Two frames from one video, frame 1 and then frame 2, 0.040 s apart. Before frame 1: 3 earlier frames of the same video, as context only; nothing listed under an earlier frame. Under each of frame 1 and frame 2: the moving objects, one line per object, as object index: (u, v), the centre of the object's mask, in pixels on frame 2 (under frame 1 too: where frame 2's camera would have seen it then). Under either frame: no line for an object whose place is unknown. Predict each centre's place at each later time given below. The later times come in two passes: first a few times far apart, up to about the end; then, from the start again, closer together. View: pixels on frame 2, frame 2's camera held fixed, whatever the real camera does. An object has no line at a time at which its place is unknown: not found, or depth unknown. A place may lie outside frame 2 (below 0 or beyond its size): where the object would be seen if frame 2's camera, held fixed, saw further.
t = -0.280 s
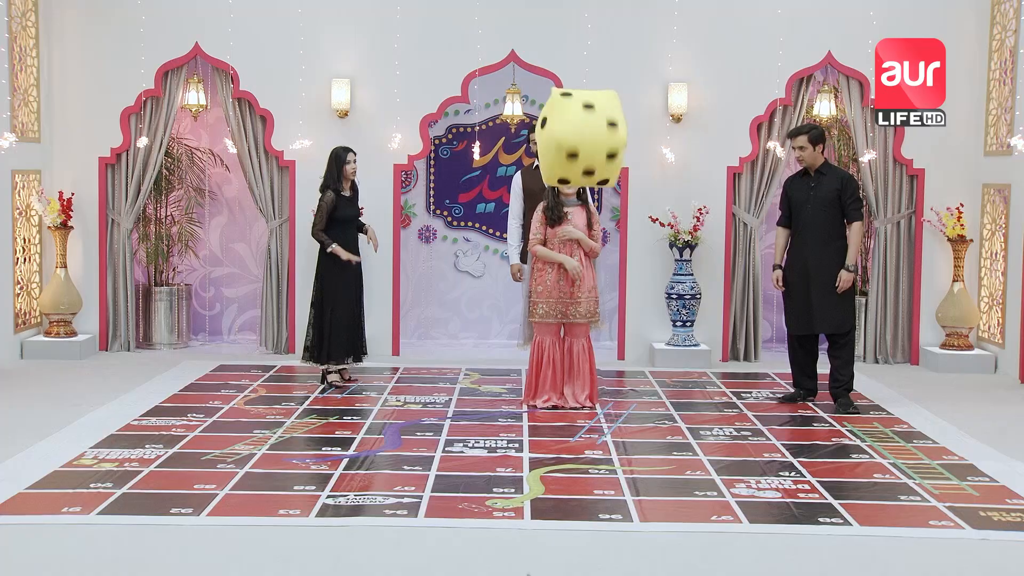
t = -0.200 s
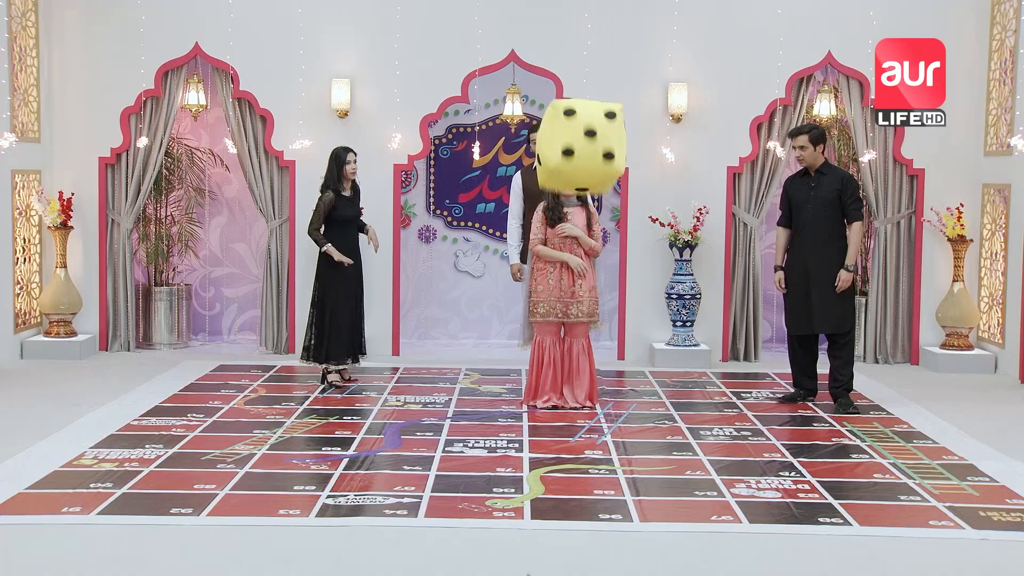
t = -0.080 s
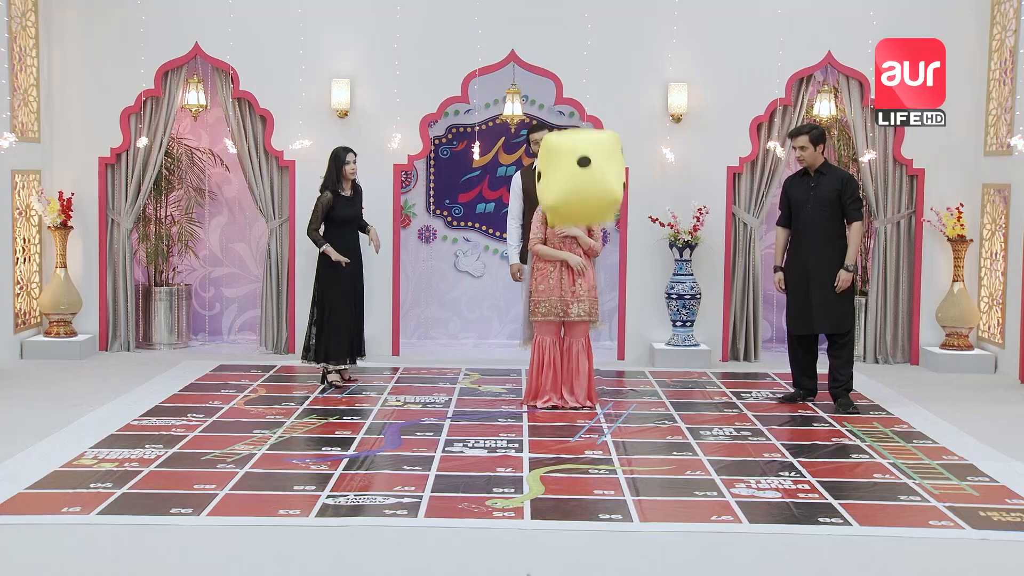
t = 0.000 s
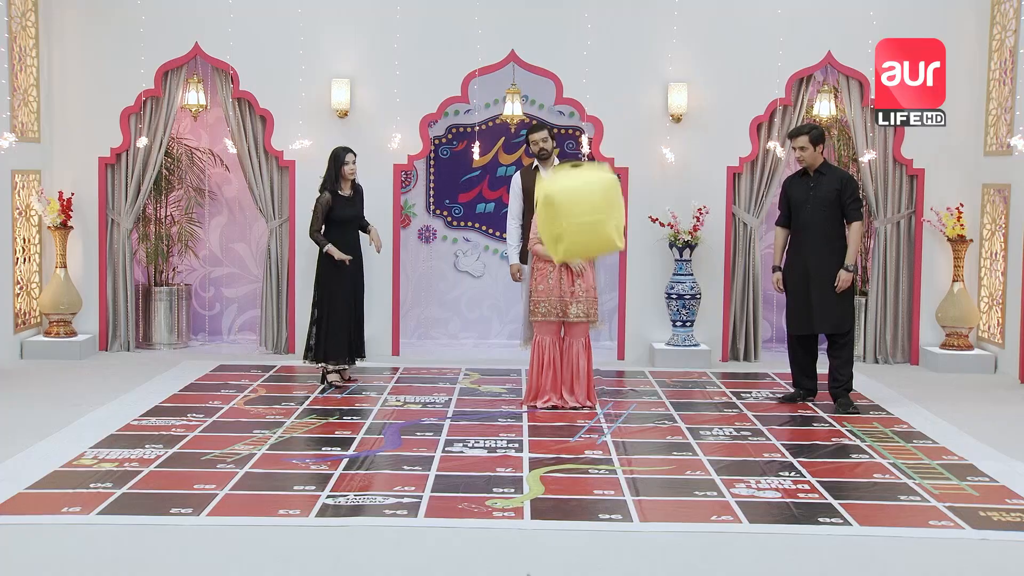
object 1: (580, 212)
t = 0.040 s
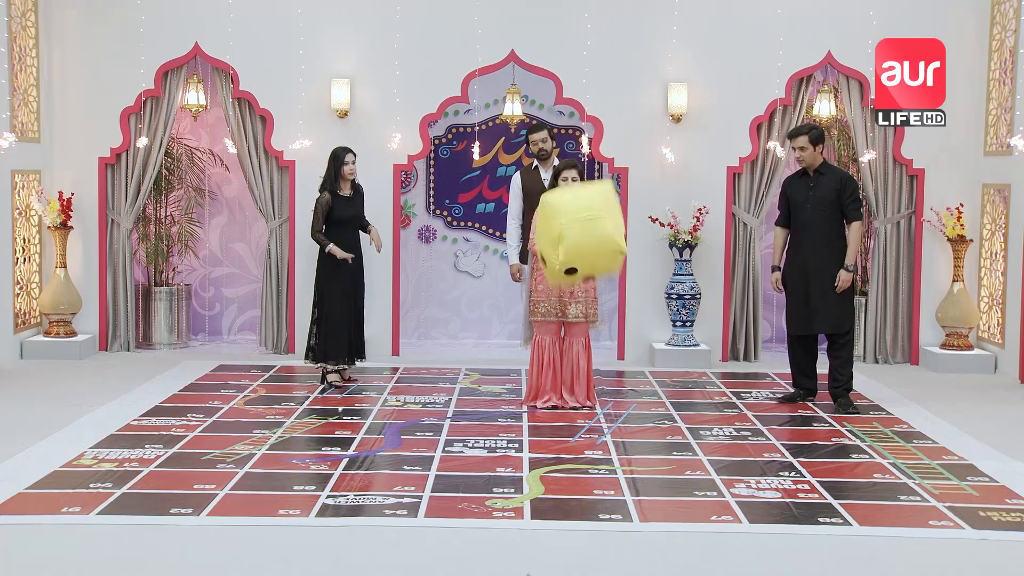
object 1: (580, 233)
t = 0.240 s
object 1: (579, 375)
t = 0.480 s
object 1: (579, 378)
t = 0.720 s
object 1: (577, 401)
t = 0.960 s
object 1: (570, 404)
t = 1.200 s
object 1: (571, 404)
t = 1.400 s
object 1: (571, 404)
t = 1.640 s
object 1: (571, 404)
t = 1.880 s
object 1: (571, 404)
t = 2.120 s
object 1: (571, 404)
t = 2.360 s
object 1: (571, 404)
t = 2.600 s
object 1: (571, 404)
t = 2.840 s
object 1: (571, 404)
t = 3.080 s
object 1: (571, 404)
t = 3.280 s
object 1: (571, 404)
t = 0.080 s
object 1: (580, 256)
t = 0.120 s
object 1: (579, 283)
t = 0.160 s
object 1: (579, 310)
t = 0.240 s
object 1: (579, 375)
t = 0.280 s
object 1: (579, 404)
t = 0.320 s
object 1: (579, 397)
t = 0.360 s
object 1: (579, 388)
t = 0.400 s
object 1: (579, 382)
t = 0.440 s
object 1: (579, 379)
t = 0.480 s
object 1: (579, 378)
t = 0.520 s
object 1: (579, 379)
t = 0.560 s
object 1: (578, 383)
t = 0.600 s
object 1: (578, 389)
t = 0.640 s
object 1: (578, 398)
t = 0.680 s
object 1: (578, 403)
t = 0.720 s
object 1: (577, 401)
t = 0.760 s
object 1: (575, 400)
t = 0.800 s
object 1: (574, 401)
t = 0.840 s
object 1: (573, 403)
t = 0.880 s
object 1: (572, 403)
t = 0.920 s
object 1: (571, 403)
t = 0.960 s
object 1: (570, 404)
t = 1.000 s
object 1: (570, 404)
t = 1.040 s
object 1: (569, 404)
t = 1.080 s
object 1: (570, 404)
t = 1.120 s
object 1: (570, 404)
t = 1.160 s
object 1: (571, 404)
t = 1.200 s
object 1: (571, 404)
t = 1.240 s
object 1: (571, 404)
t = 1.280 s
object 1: (571, 404)
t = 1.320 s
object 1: (571, 404)
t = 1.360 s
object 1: (571, 404)
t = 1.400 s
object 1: (571, 404)
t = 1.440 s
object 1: (571, 404)
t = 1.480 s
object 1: (571, 404)
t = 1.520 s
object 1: (571, 404)
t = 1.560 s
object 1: (571, 404)
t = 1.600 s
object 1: (571, 404)
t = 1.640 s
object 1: (571, 404)
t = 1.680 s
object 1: (571, 404)
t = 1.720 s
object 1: (571, 404)
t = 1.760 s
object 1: (571, 404)
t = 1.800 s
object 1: (571, 404)
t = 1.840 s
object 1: (571, 404)
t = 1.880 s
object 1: (571, 404)
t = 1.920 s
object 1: (571, 404)
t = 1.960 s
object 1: (571, 404)
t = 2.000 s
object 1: (571, 404)
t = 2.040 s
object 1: (571, 404)
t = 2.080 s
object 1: (571, 404)
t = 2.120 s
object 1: (571, 404)
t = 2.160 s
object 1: (571, 404)
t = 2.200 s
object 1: (571, 404)
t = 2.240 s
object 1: (571, 404)
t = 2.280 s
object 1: (571, 404)
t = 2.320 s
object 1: (571, 404)
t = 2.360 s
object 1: (571, 404)
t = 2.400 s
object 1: (571, 404)
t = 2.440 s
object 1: (571, 404)
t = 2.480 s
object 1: (571, 404)
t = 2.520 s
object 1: (571, 404)
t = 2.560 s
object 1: (571, 404)
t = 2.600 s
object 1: (571, 404)
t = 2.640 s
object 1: (571, 404)
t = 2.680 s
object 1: (571, 404)
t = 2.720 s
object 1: (571, 404)
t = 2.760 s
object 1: (571, 404)
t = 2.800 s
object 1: (571, 404)
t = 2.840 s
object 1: (571, 404)
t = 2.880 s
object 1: (571, 404)
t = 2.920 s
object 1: (571, 404)
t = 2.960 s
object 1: (571, 404)
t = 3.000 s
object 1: (571, 404)
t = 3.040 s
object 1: (571, 404)
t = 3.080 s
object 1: (571, 404)
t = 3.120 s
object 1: (571, 404)
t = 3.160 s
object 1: (571, 404)
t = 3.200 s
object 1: (571, 404)
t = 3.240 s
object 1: (571, 404)
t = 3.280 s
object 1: (571, 404)
